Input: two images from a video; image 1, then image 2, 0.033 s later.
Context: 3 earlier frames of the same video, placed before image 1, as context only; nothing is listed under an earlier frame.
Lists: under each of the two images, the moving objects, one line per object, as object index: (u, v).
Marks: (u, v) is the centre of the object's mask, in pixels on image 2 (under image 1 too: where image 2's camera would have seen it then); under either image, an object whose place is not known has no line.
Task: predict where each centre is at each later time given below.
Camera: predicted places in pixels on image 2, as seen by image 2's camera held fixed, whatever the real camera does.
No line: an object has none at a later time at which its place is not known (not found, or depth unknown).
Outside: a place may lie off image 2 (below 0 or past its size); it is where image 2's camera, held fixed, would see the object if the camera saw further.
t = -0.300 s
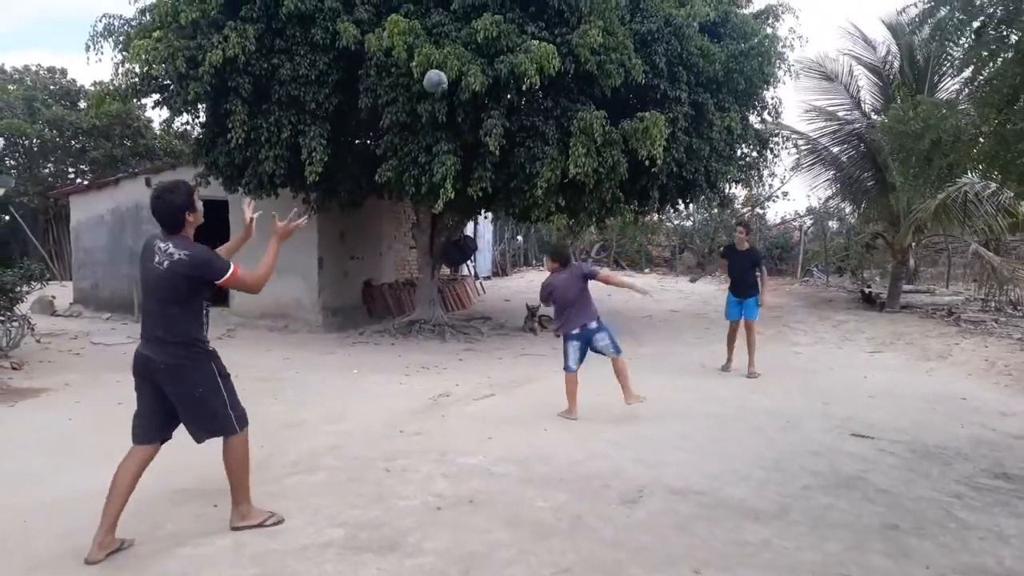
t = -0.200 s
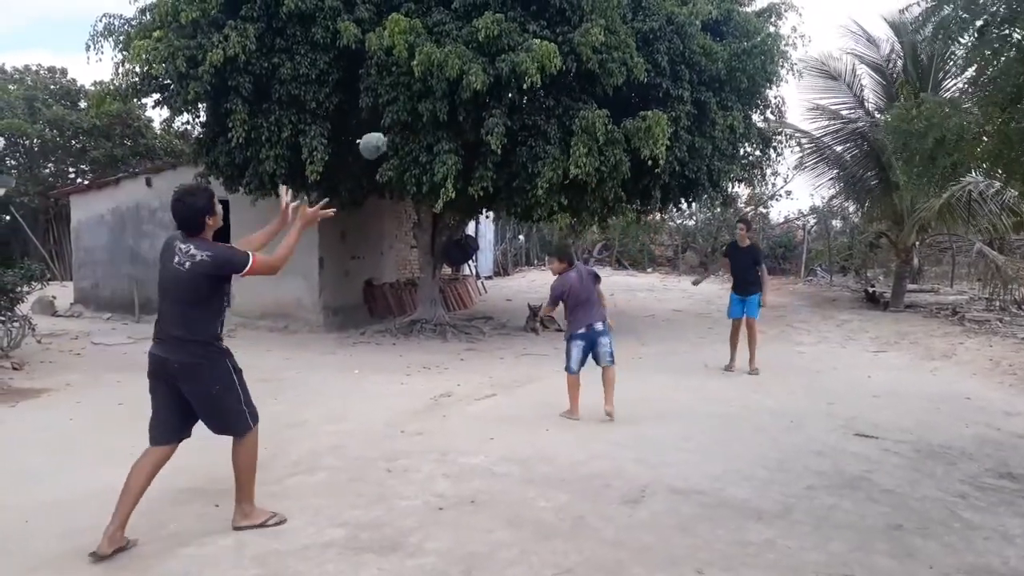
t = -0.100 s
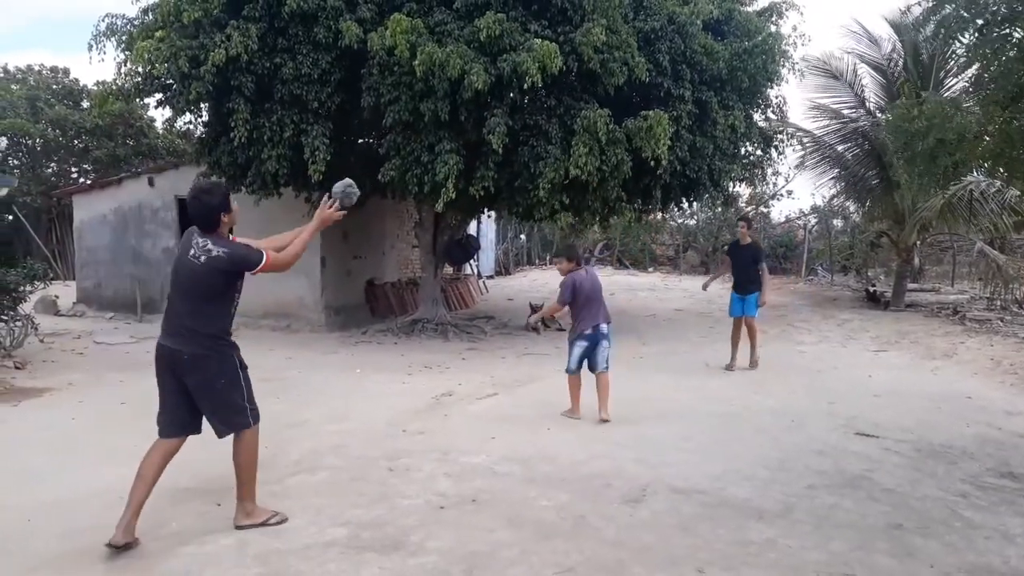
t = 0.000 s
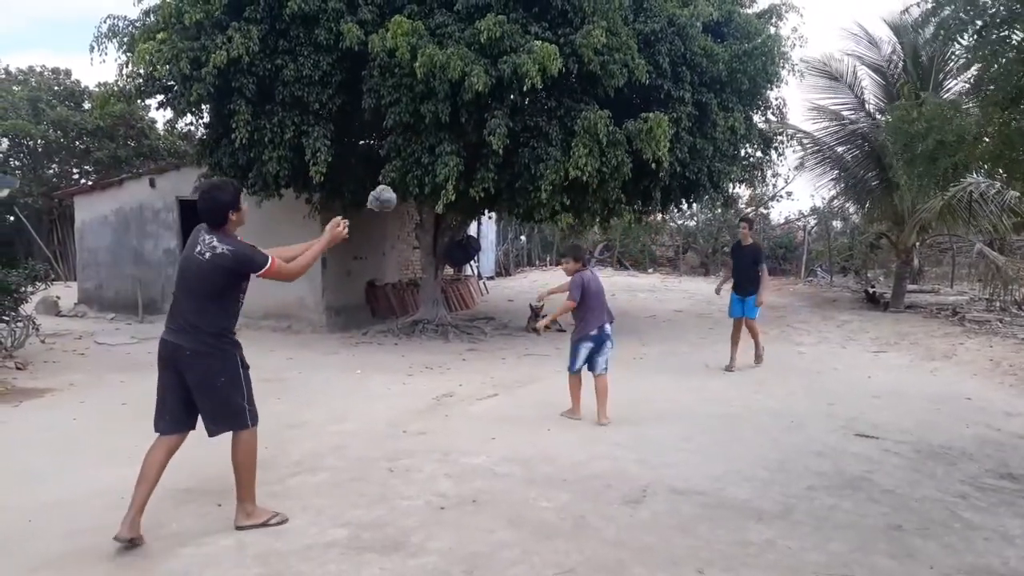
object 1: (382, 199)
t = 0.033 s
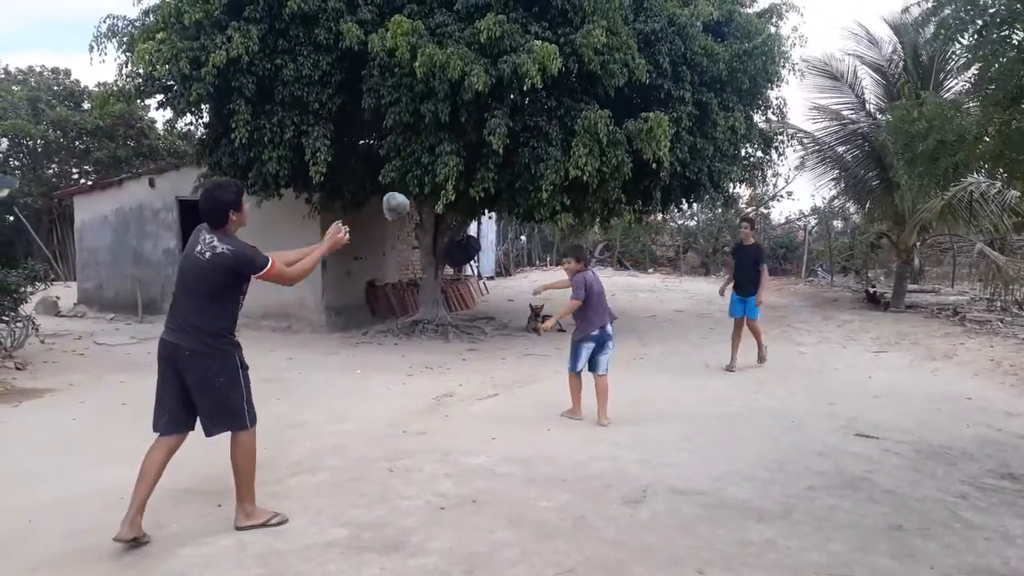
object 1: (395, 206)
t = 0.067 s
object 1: (408, 213)
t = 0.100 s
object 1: (422, 222)
